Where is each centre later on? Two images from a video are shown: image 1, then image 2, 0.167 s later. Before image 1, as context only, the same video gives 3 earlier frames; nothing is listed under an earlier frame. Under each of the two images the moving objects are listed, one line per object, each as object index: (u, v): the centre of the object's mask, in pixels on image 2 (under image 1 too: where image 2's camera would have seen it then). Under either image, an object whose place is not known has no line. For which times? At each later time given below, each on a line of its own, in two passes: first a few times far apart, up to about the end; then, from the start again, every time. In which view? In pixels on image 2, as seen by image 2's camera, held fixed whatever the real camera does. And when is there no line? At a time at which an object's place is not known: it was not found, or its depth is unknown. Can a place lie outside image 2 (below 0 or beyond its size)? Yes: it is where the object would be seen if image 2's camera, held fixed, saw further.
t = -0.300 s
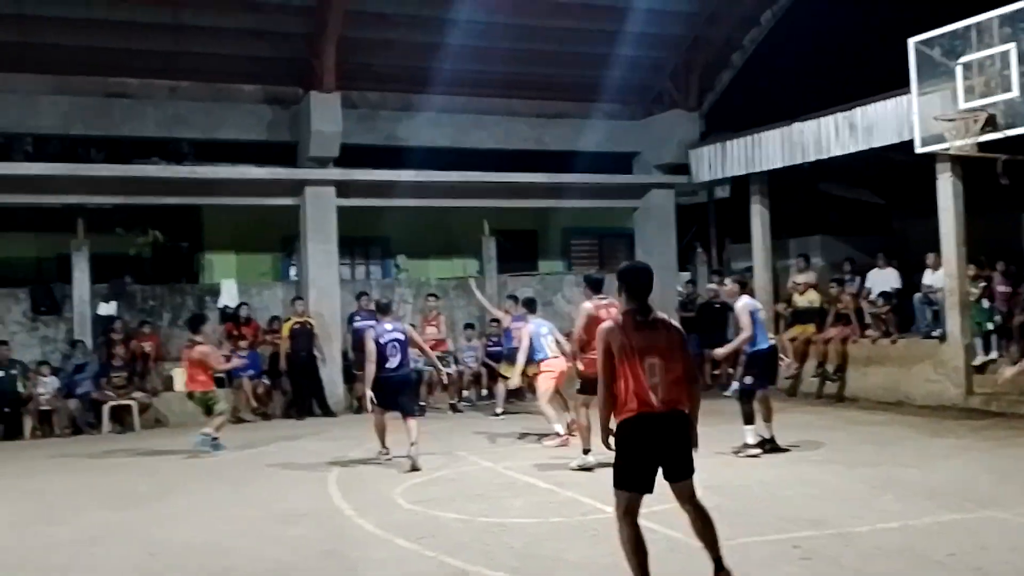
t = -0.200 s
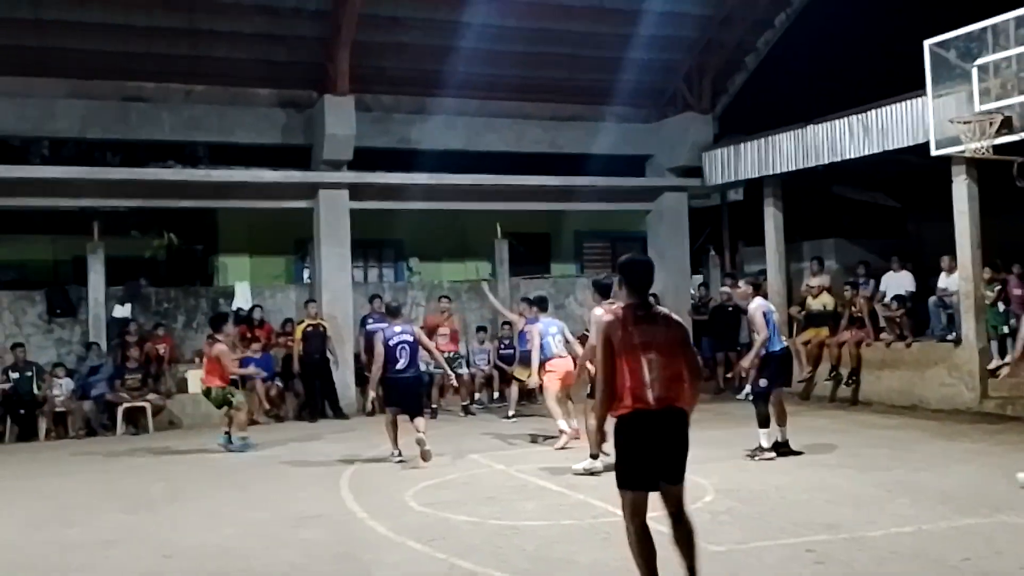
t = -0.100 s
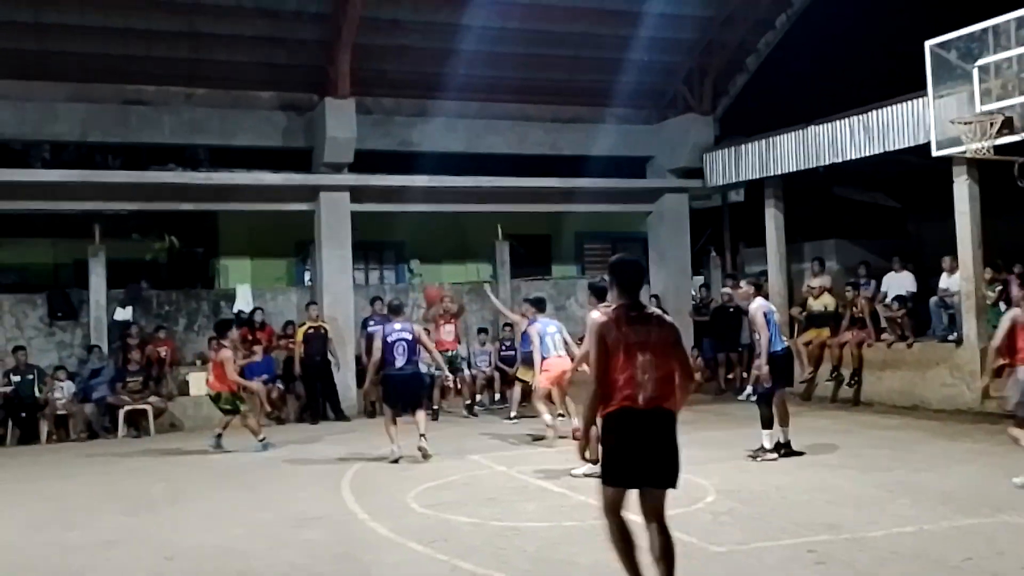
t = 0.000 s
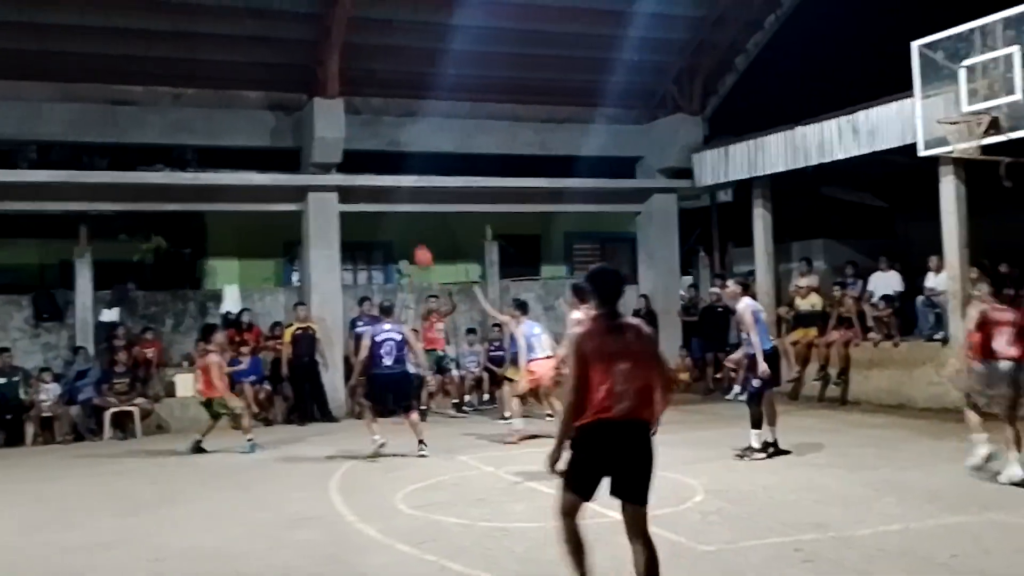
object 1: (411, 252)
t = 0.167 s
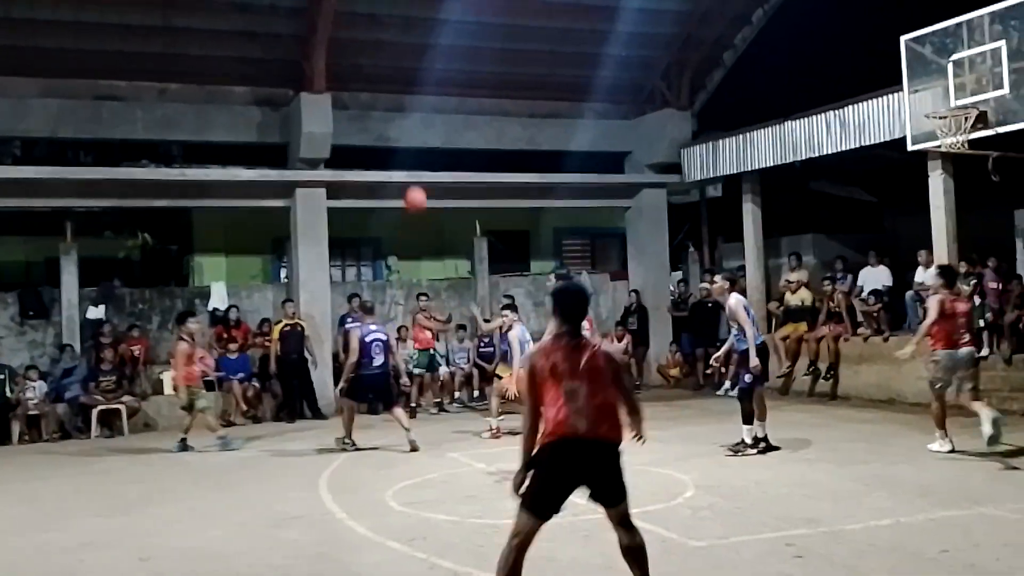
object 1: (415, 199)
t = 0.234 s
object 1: (417, 179)
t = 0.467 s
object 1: (429, 127)
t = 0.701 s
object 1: (451, 121)
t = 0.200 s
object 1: (417, 190)
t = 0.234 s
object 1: (417, 179)
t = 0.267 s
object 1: (418, 168)
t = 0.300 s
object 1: (420, 160)
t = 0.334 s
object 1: (421, 153)
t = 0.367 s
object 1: (423, 146)
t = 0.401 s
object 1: (425, 139)
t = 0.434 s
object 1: (426, 133)
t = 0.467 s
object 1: (429, 127)
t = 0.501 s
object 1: (431, 123)
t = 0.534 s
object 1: (434, 119)
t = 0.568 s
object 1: (437, 117)
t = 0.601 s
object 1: (440, 115)
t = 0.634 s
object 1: (443, 115)
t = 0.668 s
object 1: (447, 117)
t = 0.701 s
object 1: (451, 121)
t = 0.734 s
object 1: (456, 128)
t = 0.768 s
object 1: (461, 136)
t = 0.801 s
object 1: (466, 148)
